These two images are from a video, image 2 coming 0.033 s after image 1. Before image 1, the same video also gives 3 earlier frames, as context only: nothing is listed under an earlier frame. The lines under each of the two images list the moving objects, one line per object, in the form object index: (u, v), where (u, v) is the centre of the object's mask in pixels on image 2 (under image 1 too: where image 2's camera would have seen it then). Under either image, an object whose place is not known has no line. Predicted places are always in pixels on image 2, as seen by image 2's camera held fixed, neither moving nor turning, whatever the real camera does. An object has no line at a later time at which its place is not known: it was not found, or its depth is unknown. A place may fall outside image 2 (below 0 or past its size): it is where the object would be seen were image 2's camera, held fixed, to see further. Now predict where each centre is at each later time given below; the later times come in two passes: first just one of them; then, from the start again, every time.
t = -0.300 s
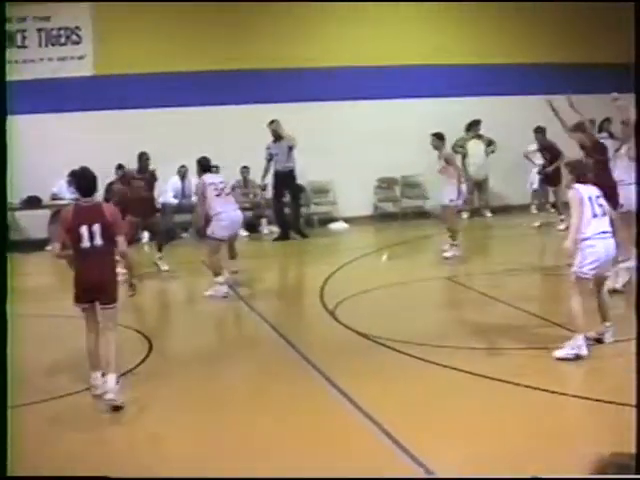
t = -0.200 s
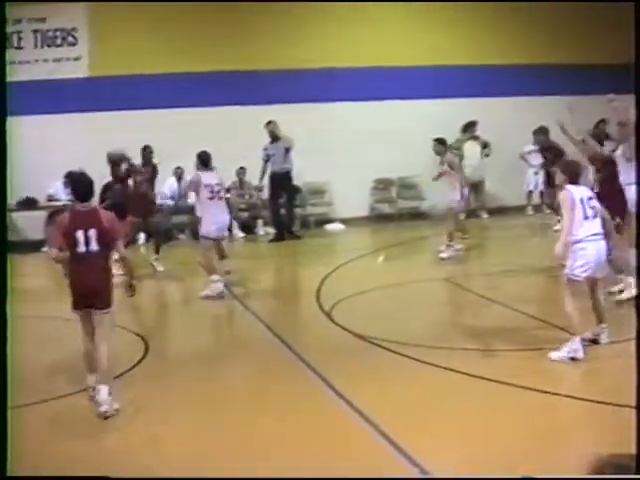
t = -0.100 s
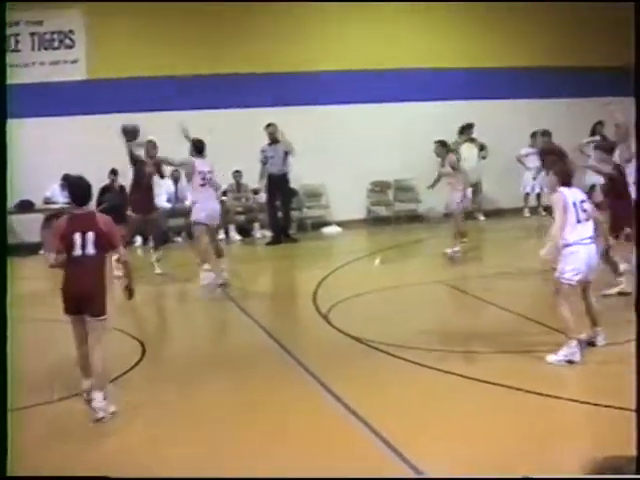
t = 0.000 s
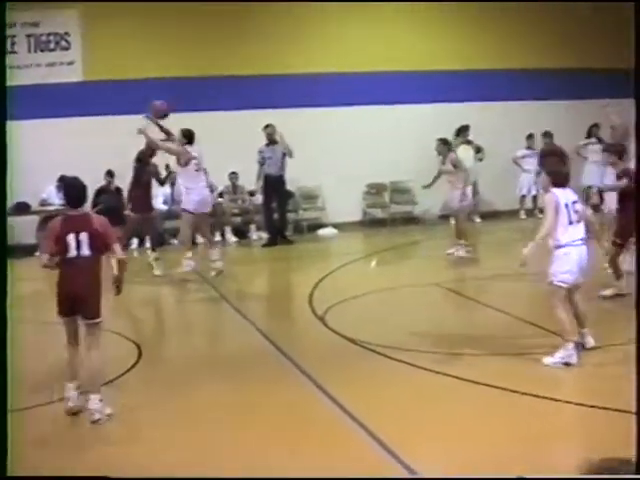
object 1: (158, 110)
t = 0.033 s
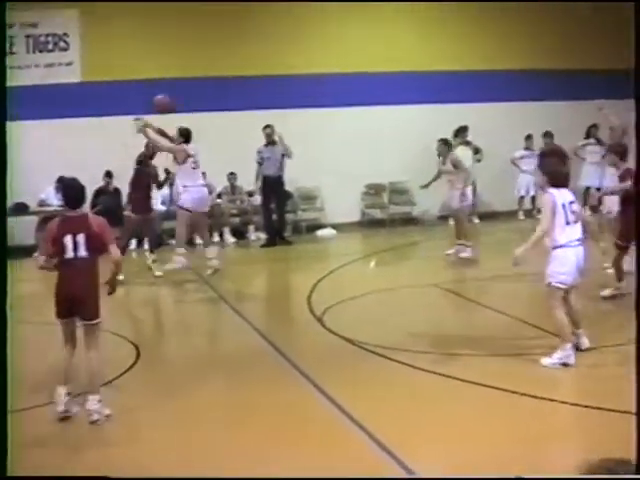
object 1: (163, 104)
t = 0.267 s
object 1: (194, 85)
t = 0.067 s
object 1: (165, 97)
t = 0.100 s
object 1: (169, 94)
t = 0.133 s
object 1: (174, 90)
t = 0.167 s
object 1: (180, 86)
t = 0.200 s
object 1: (186, 85)
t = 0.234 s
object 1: (190, 84)
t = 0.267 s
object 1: (194, 85)
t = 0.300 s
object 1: (199, 84)
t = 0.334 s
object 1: (202, 84)
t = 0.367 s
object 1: (207, 84)
